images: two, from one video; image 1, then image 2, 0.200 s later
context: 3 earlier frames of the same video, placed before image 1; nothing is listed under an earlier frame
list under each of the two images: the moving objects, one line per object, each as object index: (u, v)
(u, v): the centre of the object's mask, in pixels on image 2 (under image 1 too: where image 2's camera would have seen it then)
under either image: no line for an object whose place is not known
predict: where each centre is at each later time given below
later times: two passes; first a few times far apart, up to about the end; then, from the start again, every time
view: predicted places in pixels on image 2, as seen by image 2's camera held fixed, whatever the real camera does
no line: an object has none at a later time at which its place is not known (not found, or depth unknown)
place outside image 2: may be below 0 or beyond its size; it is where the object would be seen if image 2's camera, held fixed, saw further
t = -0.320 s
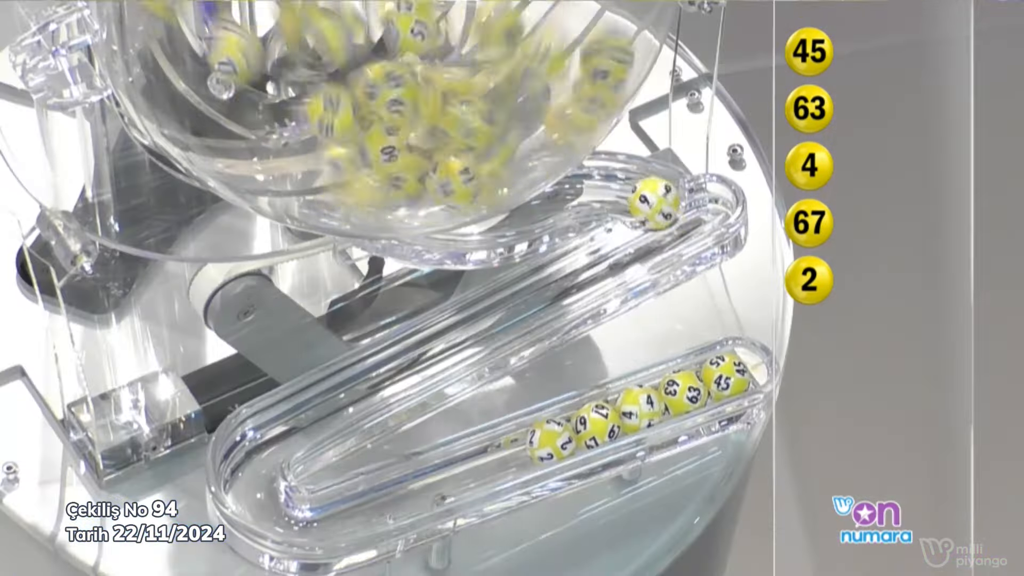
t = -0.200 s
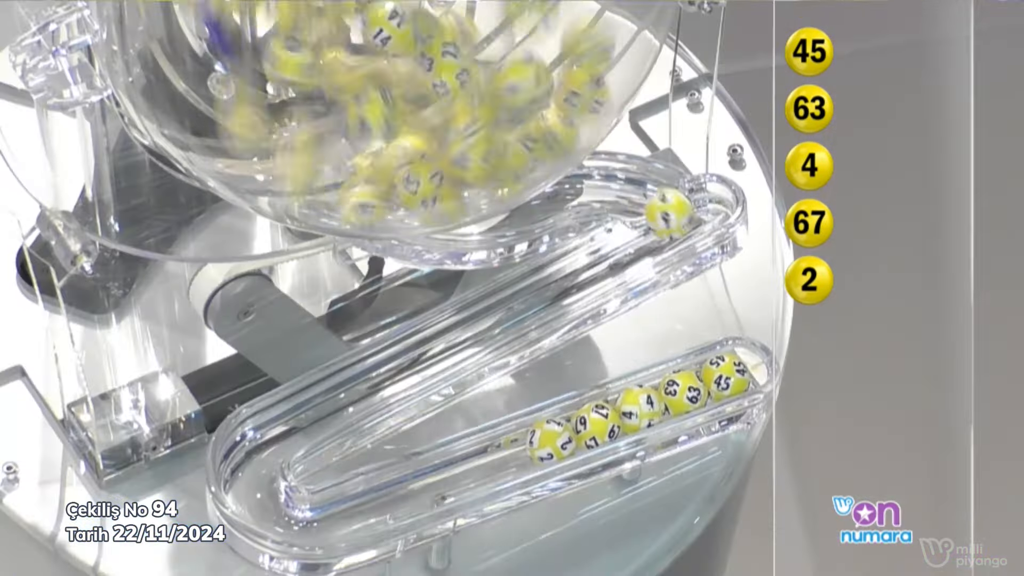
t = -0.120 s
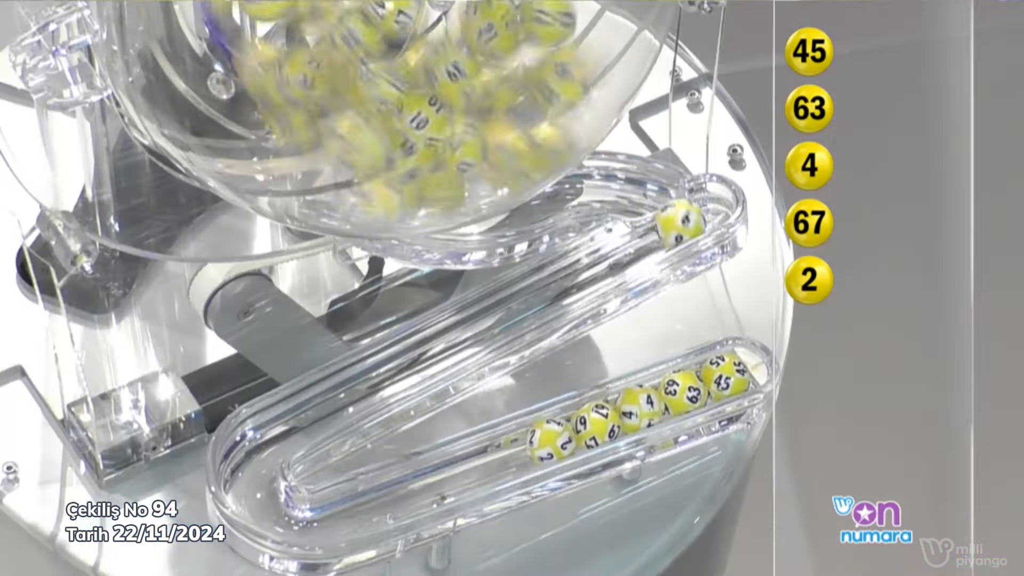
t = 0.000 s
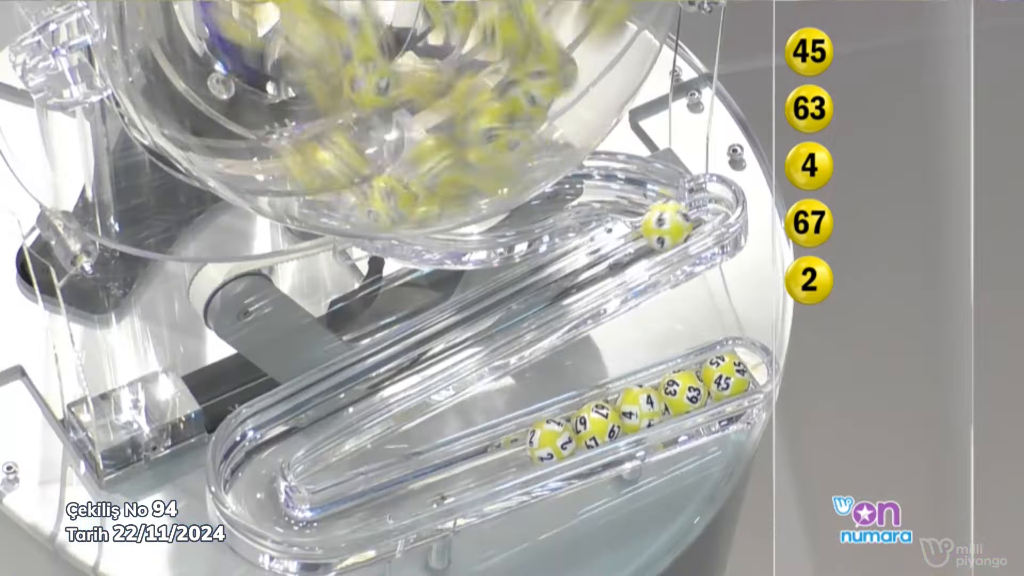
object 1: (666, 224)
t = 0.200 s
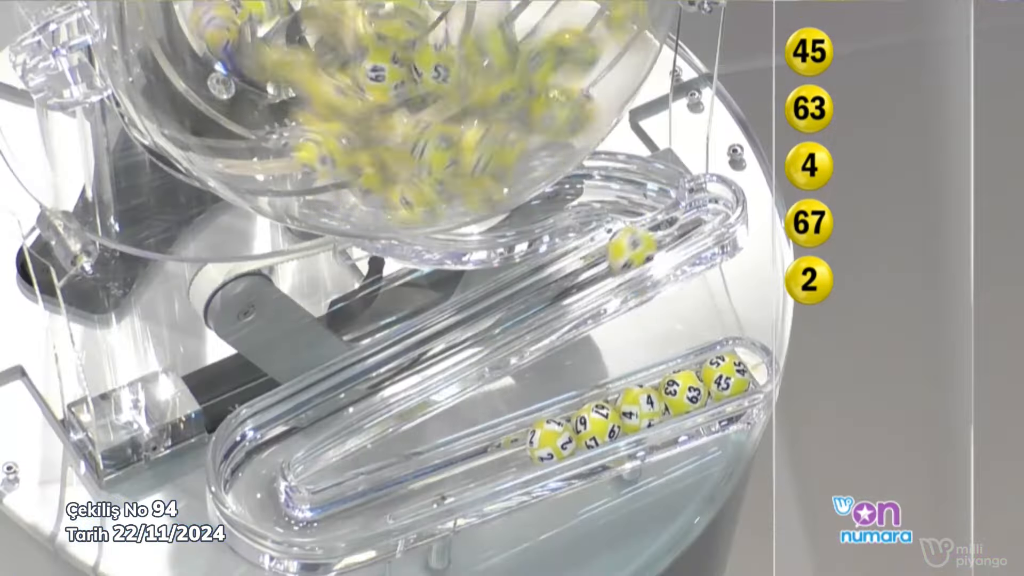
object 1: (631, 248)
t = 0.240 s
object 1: (620, 255)
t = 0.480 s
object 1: (542, 294)
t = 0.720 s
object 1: (437, 347)
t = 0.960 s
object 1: (314, 411)
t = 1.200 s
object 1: (259, 505)
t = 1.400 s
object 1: (374, 505)
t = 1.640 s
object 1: (502, 457)
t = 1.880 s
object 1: (506, 458)
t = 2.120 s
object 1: (507, 458)
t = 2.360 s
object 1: (507, 458)
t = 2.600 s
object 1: (507, 458)
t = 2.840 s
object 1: (507, 458)
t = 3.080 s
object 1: (506, 458)
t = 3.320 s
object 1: (507, 458)
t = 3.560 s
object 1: (506, 458)
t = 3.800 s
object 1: (506, 458)
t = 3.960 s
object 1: (506, 458)
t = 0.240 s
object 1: (620, 255)
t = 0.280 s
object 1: (608, 261)
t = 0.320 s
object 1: (596, 266)
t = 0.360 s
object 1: (583, 273)
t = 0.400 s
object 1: (570, 281)
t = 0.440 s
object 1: (554, 289)
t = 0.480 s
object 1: (542, 294)
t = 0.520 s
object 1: (528, 303)
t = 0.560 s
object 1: (513, 311)
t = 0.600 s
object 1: (495, 317)
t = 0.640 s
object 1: (477, 327)
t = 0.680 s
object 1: (459, 336)
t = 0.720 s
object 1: (437, 347)
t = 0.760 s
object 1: (421, 357)
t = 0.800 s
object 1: (400, 368)
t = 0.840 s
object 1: (382, 379)
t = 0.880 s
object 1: (358, 388)
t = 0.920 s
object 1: (336, 399)
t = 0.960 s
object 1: (314, 411)
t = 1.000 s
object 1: (295, 425)
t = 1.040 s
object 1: (270, 436)
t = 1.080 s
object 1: (253, 449)
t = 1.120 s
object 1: (246, 467)
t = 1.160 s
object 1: (249, 487)
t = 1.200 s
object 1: (259, 505)
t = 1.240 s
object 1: (279, 516)
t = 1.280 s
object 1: (306, 522)
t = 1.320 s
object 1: (327, 520)
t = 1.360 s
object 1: (349, 513)
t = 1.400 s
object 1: (374, 505)
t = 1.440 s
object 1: (398, 496)
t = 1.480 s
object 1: (423, 487)
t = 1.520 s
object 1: (449, 479)
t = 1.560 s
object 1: (475, 467)
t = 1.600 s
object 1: (503, 458)
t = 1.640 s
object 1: (502, 457)
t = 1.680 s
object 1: (497, 460)
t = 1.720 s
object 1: (497, 460)
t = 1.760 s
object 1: (498, 460)
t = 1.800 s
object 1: (502, 459)
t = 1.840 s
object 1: (505, 458)
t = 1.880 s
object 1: (506, 458)
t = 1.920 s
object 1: (506, 458)
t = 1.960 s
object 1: (506, 458)
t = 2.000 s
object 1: (506, 458)
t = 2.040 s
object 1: (506, 458)
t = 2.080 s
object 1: (506, 458)
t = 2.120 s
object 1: (507, 458)
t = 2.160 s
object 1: (506, 458)
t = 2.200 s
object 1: (507, 458)
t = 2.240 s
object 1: (506, 459)
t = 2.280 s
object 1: (507, 458)
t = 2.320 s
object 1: (507, 458)
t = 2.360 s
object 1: (507, 458)
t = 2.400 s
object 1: (507, 458)
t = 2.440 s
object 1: (507, 458)
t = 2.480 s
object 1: (507, 458)
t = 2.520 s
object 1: (507, 458)
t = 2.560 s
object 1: (506, 458)
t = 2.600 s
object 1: (507, 458)
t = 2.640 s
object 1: (507, 458)
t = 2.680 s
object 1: (507, 458)
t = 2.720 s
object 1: (507, 458)
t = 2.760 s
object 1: (507, 458)
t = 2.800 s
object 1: (507, 458)
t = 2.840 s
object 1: (507, 458)
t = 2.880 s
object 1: (507, 458)
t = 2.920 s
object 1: (507, 458)
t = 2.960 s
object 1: (506, 458)
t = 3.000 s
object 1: (506, 458)
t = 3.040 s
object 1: (507, 458)
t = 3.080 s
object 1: (506, 458)
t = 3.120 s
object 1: (506, 458)
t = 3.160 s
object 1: (507, 458)
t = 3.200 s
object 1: (507, 458)
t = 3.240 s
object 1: (507, 458)
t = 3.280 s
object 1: (506, 458)
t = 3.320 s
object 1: (507, 458)
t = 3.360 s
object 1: (506, 458)
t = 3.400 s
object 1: (506, 458)
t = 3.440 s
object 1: (507, 458)
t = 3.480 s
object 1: (506, 458)
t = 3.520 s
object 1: (506, 458)
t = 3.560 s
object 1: (506, 458)
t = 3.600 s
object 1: (506, 458)
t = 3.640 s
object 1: (506, 458)
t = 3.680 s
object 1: (506, 458)
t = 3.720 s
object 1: (507, 458)
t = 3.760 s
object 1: (507, 458)
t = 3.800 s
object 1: (506, 458)
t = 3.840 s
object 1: (506, 458)
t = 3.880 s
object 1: (506, 458)
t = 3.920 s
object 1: (506, 458)
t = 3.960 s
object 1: (506, 458)
